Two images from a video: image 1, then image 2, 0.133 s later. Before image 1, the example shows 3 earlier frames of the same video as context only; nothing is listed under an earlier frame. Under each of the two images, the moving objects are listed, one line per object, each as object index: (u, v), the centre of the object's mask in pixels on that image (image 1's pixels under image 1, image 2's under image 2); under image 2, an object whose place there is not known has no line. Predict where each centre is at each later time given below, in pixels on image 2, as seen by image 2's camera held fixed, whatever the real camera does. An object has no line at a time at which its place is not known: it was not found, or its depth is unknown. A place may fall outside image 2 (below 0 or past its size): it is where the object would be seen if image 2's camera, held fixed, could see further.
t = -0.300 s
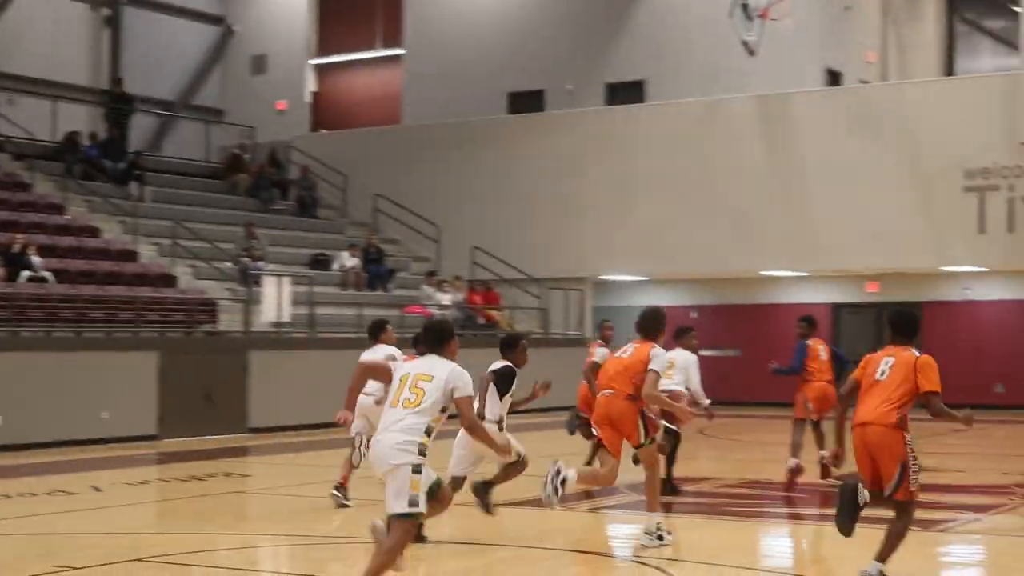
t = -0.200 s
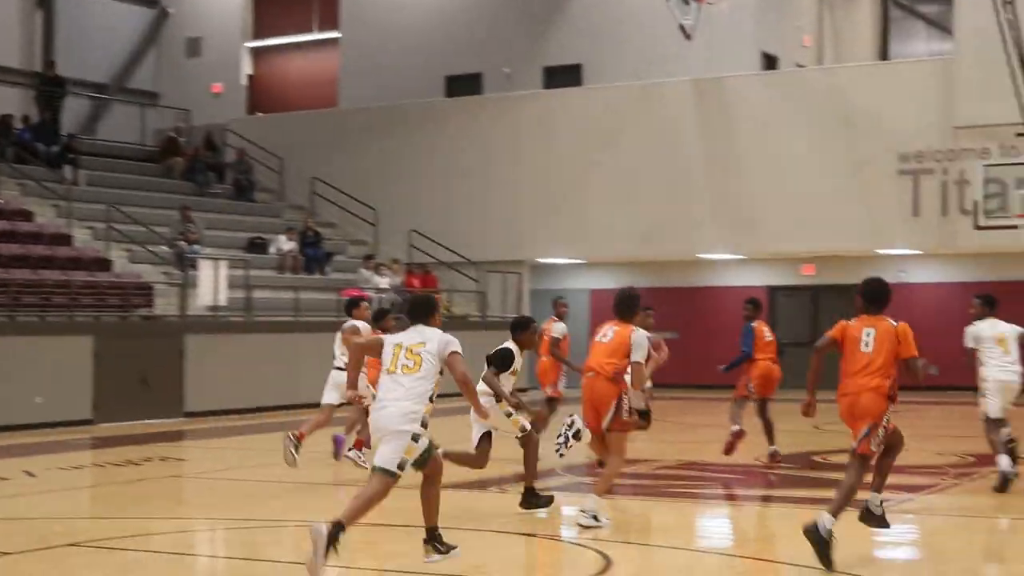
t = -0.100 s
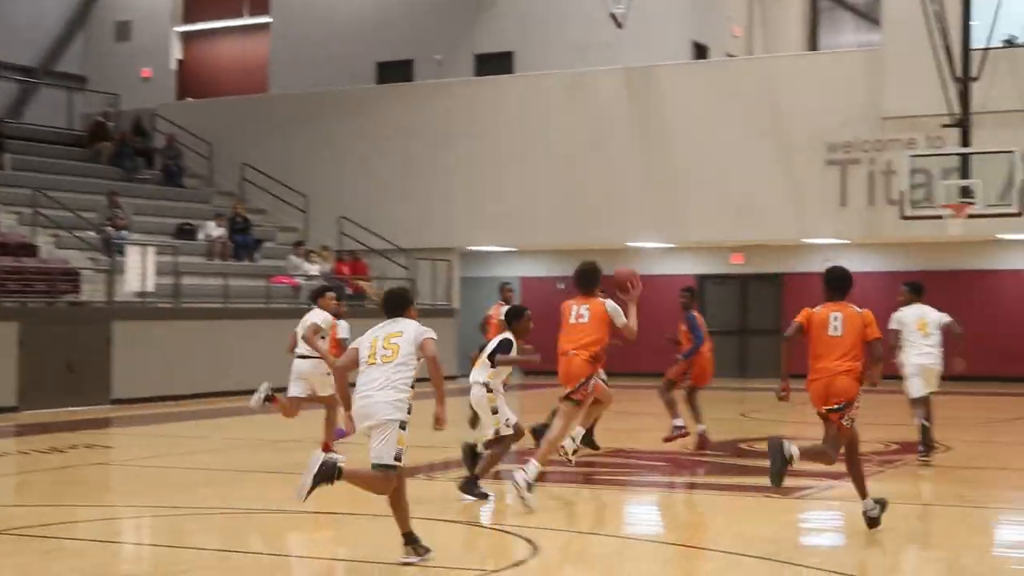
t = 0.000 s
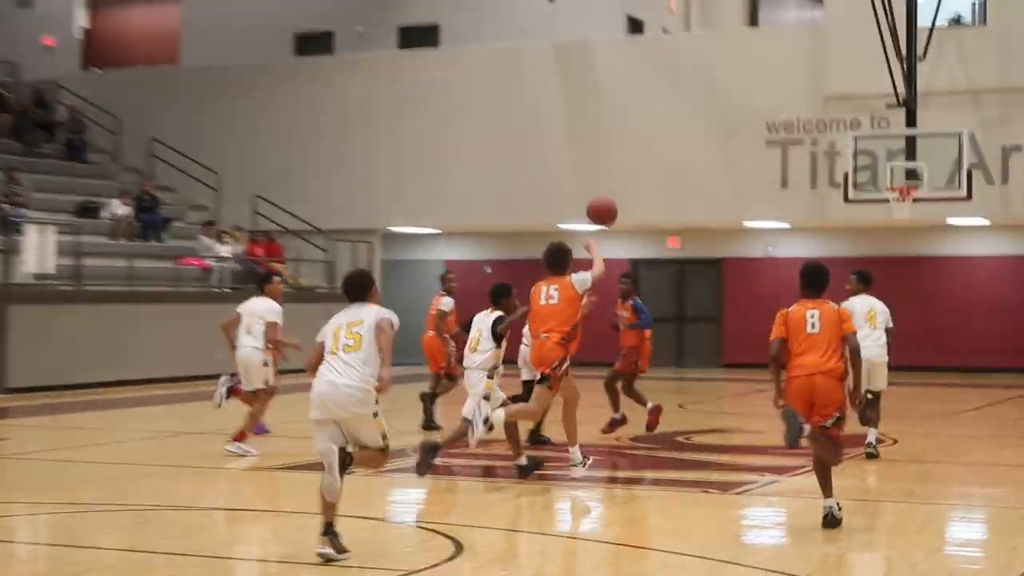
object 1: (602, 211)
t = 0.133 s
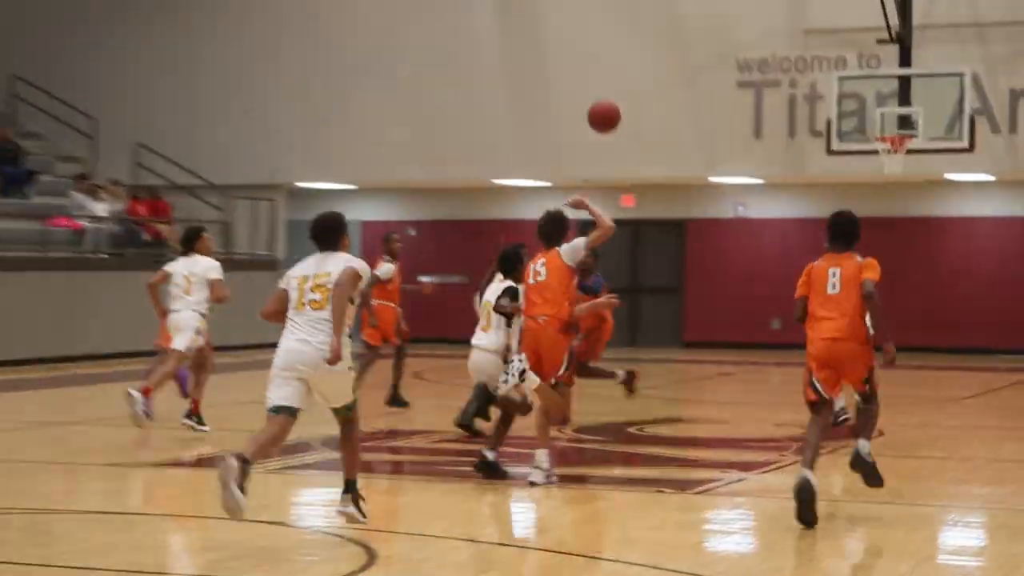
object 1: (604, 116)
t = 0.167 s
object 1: (620, 108)
